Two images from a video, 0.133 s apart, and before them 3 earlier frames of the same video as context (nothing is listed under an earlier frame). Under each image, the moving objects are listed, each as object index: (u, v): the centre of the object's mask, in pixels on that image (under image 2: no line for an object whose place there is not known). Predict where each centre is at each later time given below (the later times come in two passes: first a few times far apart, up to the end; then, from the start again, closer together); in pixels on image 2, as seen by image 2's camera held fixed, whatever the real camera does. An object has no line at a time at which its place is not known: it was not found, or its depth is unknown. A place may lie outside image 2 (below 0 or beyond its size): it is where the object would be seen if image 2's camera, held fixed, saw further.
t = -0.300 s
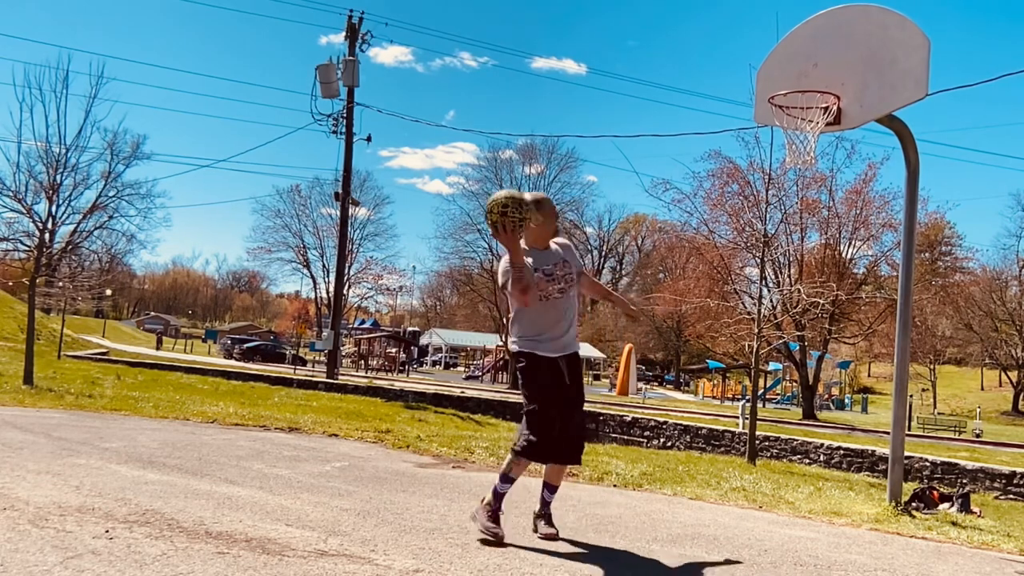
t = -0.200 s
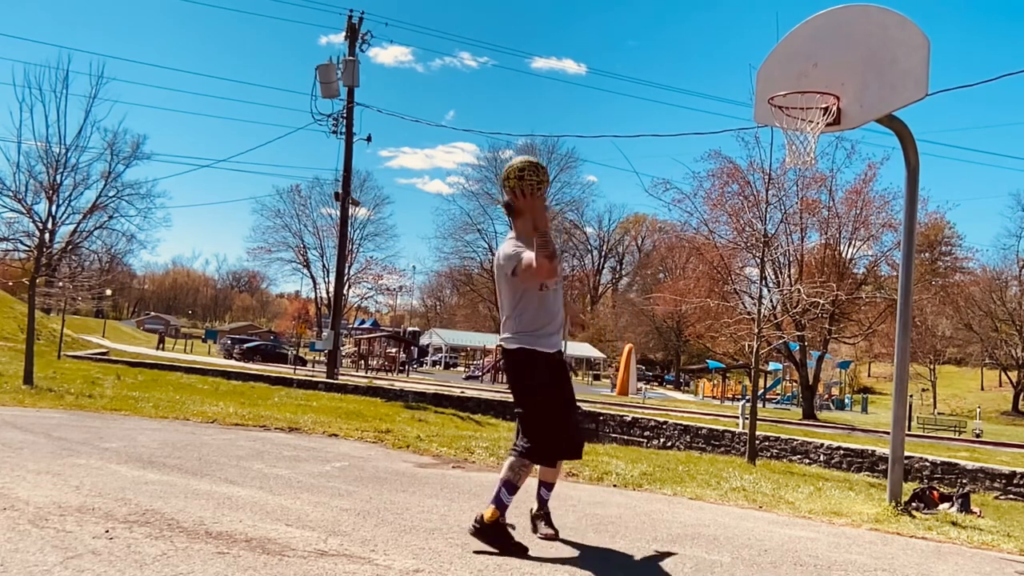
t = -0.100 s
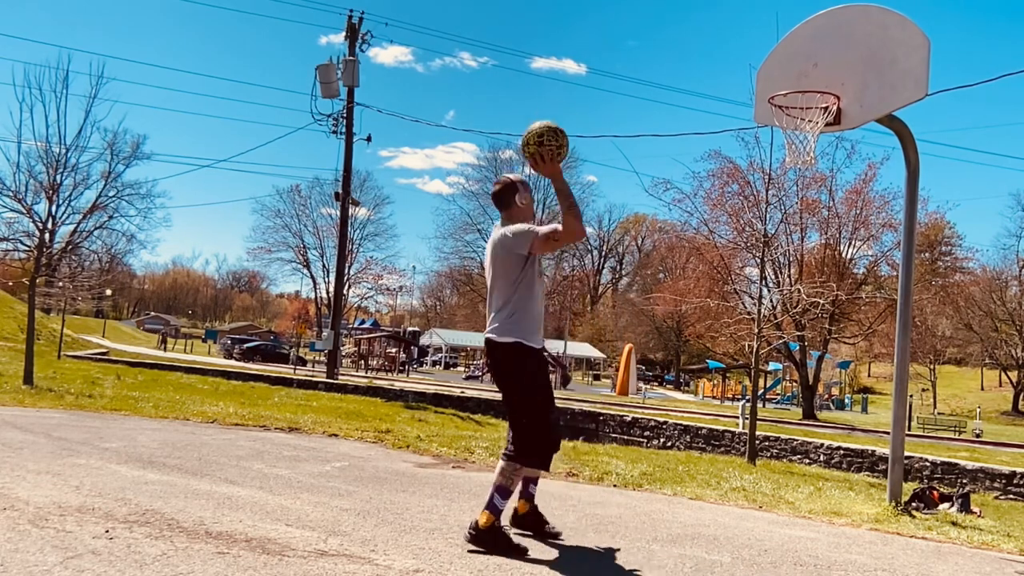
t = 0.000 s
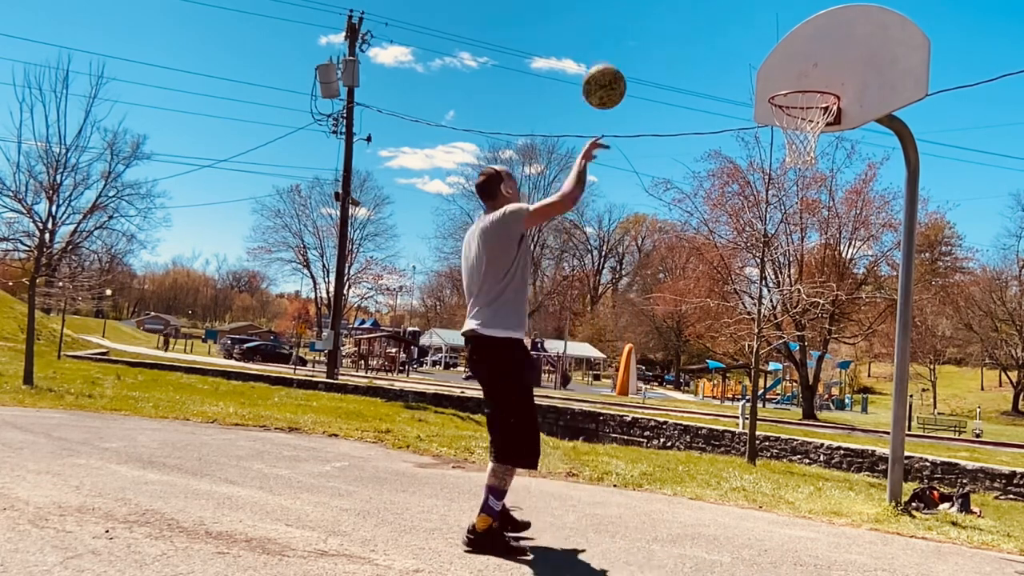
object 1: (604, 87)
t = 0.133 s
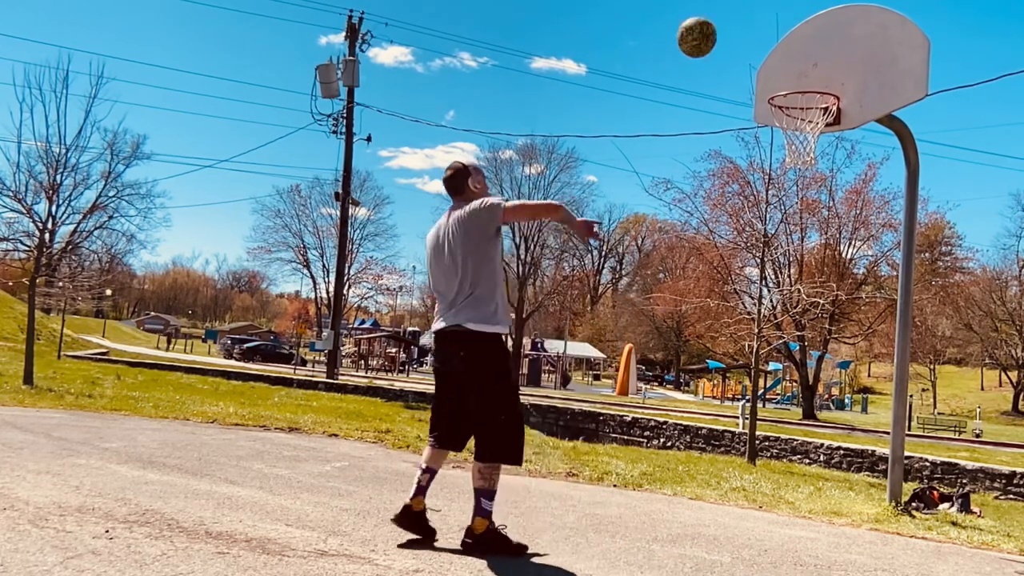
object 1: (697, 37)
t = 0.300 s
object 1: (784, 27)
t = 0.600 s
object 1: (795, 58)
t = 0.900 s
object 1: (656, 183)
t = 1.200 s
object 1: (457, 525)
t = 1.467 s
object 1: (344, 206)
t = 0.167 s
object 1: (716, 31)
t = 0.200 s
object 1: (735, 27)
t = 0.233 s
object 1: (752, 25)
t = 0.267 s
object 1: (768, 25)
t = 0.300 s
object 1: (784, 27)
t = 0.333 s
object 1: (798, 30)
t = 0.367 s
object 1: (812, 34)
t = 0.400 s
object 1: (825, 40)
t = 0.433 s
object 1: (837, 46)
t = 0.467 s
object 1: (843, 52)
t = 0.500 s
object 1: (831, 51)
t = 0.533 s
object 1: (820, 52)
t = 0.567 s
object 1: (808, 54)
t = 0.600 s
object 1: (795, 58)
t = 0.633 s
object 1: (782, 63)
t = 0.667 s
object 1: (768, 71)
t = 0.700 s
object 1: (754, 80)
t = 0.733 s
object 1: (739, 92)
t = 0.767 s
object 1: (724, 105)
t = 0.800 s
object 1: (708, 121)
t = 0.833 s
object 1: (691, 139)
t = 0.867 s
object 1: (674, 160)
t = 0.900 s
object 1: (656, 183)
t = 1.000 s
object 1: (598, 270)
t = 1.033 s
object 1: (576, 305)
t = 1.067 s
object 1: (554, 346)
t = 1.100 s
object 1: (530, 390)
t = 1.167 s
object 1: (480, 491)
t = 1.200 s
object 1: (457, 525)
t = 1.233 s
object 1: (444, 479)
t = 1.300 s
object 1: (419, 393)
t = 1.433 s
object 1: (360, 240)
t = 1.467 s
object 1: (344, 206)
